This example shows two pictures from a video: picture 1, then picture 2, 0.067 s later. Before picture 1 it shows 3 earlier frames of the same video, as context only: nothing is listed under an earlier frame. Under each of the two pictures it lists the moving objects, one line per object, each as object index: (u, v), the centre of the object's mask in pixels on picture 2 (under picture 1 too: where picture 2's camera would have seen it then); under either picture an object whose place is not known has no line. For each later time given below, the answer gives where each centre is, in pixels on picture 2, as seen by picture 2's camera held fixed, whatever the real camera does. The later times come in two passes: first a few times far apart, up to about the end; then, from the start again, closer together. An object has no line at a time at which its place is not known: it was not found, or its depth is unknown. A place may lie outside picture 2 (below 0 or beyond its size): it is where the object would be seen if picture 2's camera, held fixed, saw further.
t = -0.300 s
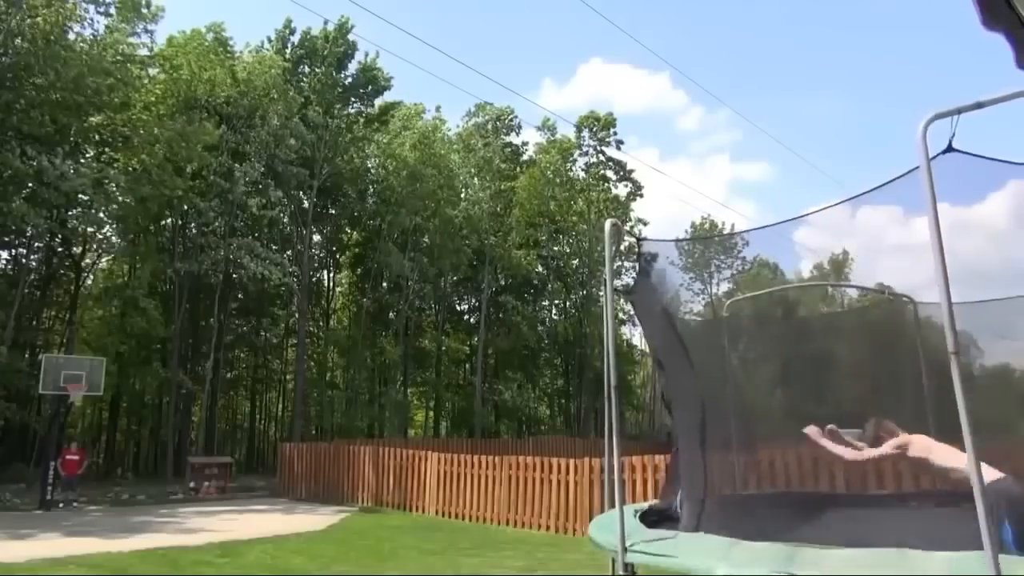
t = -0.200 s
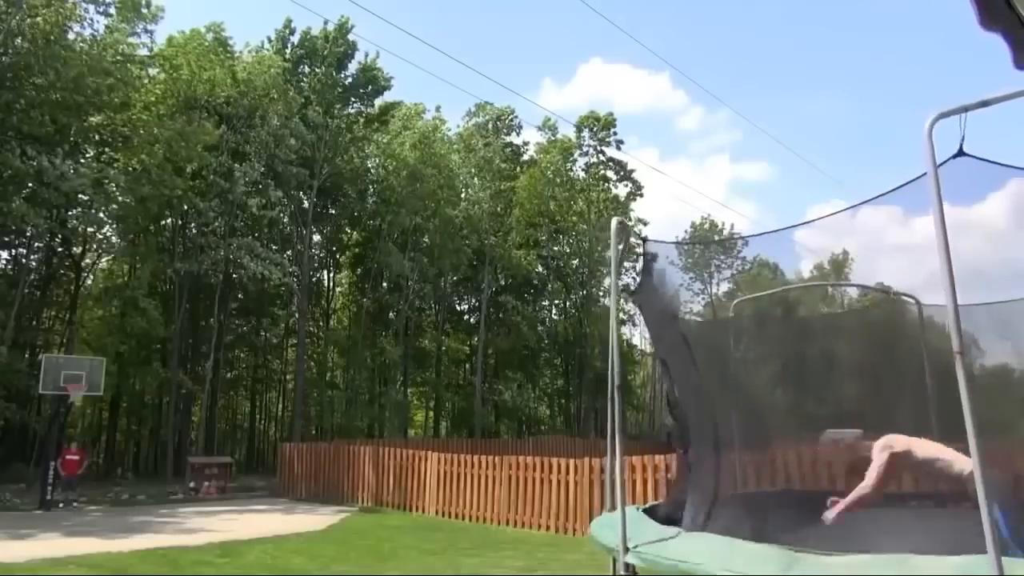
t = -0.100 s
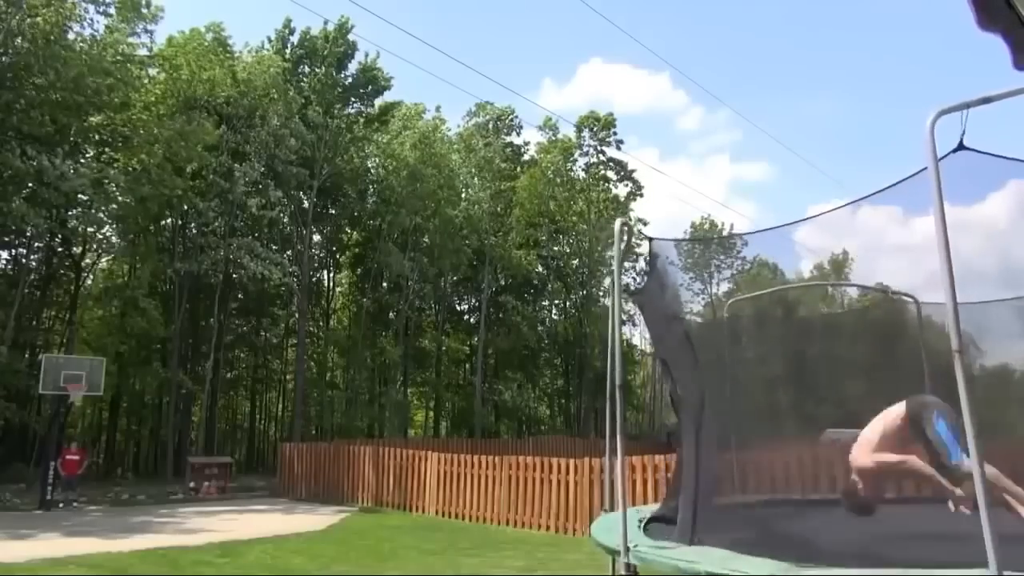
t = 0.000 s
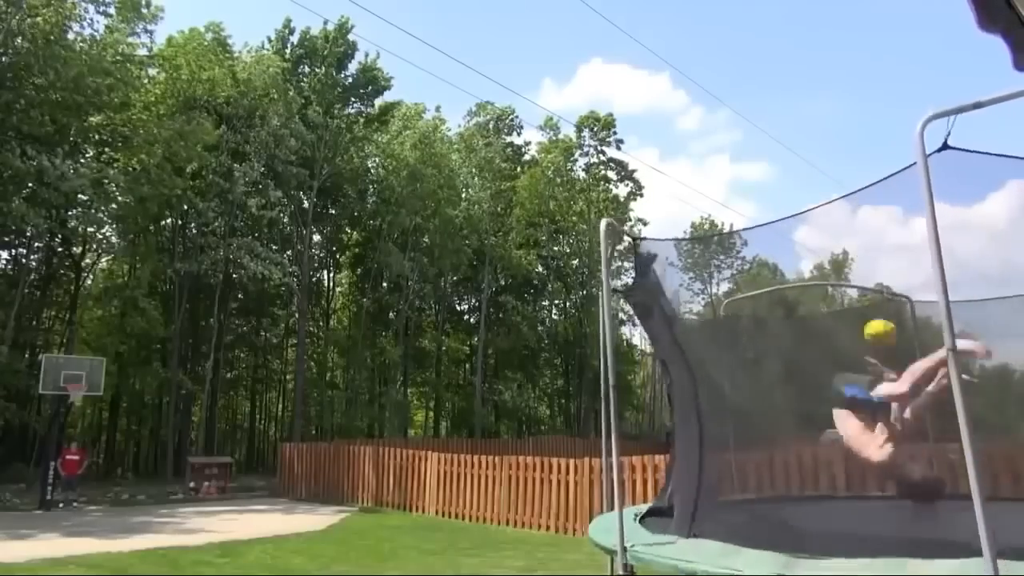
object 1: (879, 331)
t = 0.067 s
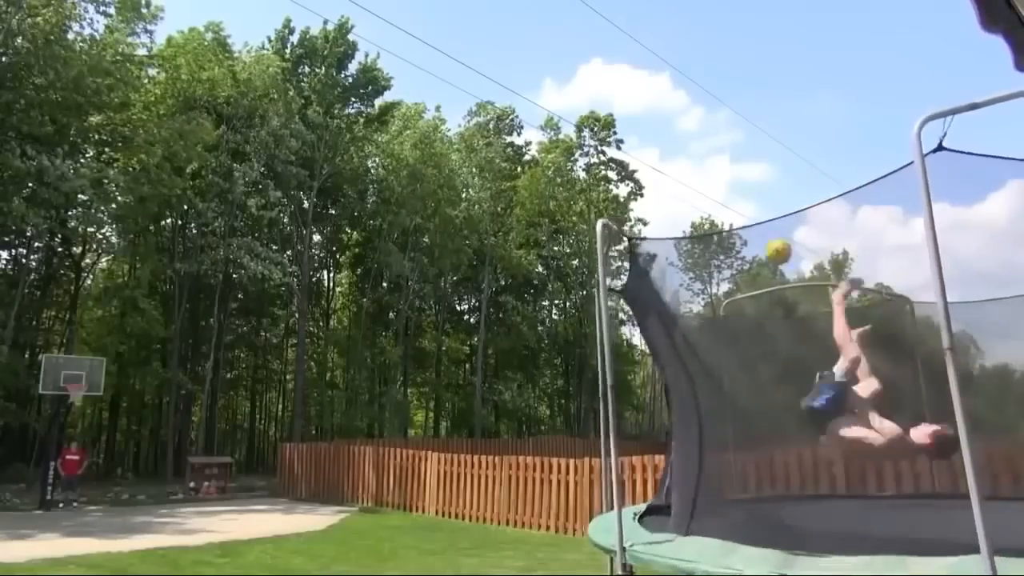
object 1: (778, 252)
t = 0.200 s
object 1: (628, 144)
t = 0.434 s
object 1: (467, 52)
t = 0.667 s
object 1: (364, 30)
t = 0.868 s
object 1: (307, 34)
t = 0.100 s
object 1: (735, 218)
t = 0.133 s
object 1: (697, 191)
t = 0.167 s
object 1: (662, 165)
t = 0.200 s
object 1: (628, 144)
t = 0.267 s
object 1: (575, 108)
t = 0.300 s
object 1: (550, 93)
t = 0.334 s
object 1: (527, 80)
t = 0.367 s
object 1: (505, 69)
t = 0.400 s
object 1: (485, 60)
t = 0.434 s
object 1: (467, 52)
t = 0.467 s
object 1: (451, 46)
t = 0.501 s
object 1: (435, 41)
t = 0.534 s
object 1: (418, 37)
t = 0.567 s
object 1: (403, 33)
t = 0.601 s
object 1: (390, 32)
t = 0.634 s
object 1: (377, 31)
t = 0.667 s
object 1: (364, 30)
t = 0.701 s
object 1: (353, 31)
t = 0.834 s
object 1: (313, 34)
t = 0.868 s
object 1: (307, 34)
